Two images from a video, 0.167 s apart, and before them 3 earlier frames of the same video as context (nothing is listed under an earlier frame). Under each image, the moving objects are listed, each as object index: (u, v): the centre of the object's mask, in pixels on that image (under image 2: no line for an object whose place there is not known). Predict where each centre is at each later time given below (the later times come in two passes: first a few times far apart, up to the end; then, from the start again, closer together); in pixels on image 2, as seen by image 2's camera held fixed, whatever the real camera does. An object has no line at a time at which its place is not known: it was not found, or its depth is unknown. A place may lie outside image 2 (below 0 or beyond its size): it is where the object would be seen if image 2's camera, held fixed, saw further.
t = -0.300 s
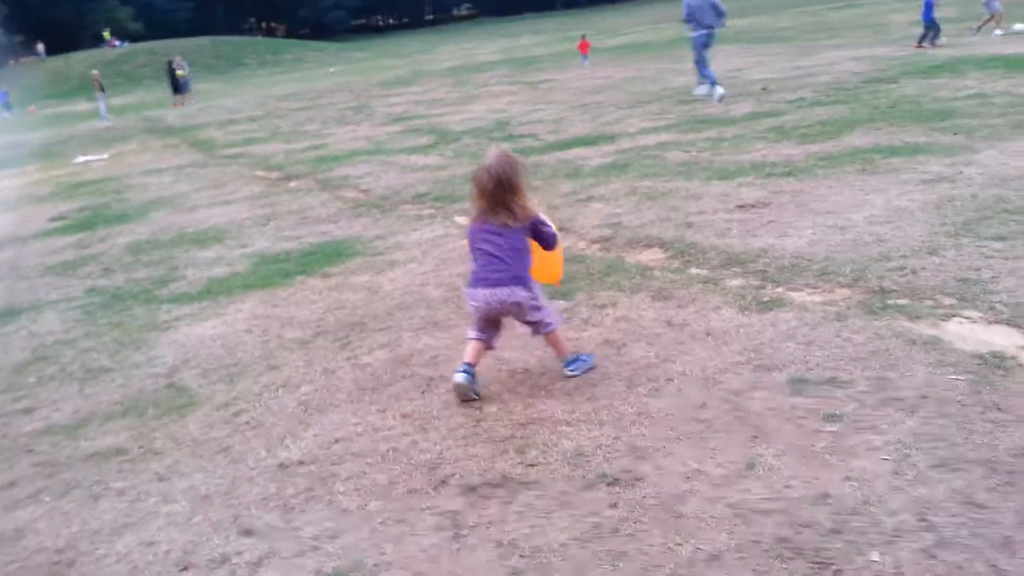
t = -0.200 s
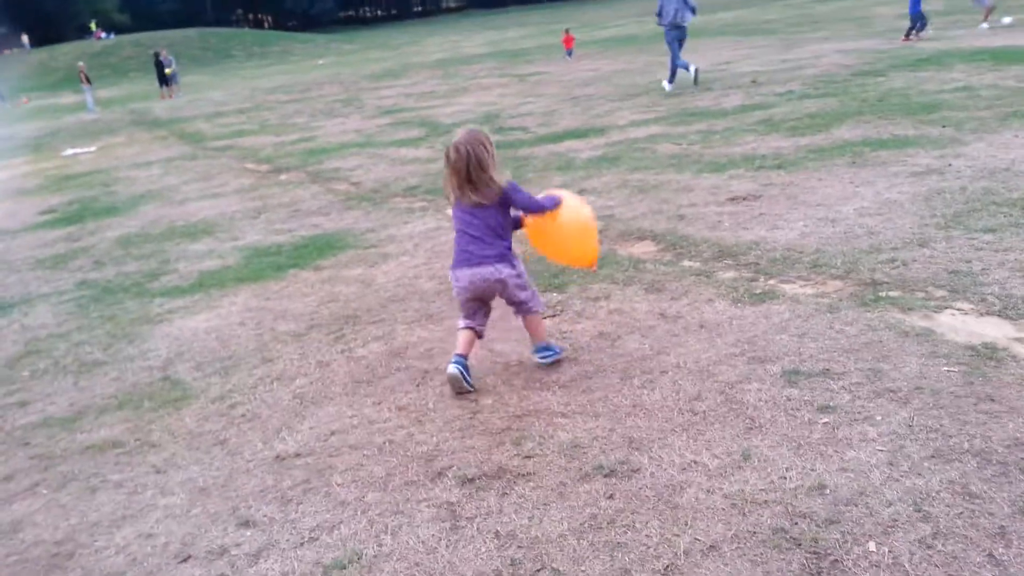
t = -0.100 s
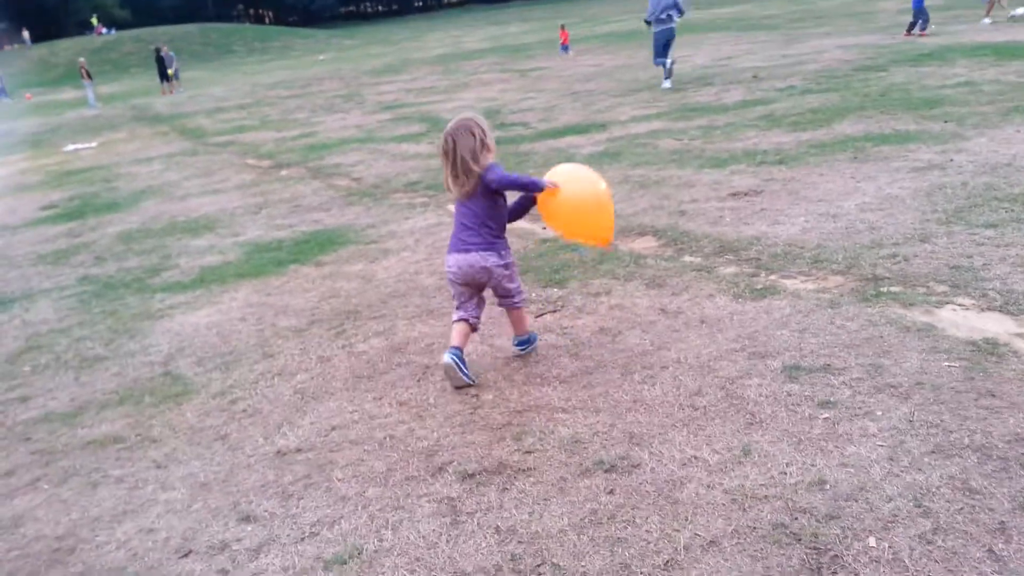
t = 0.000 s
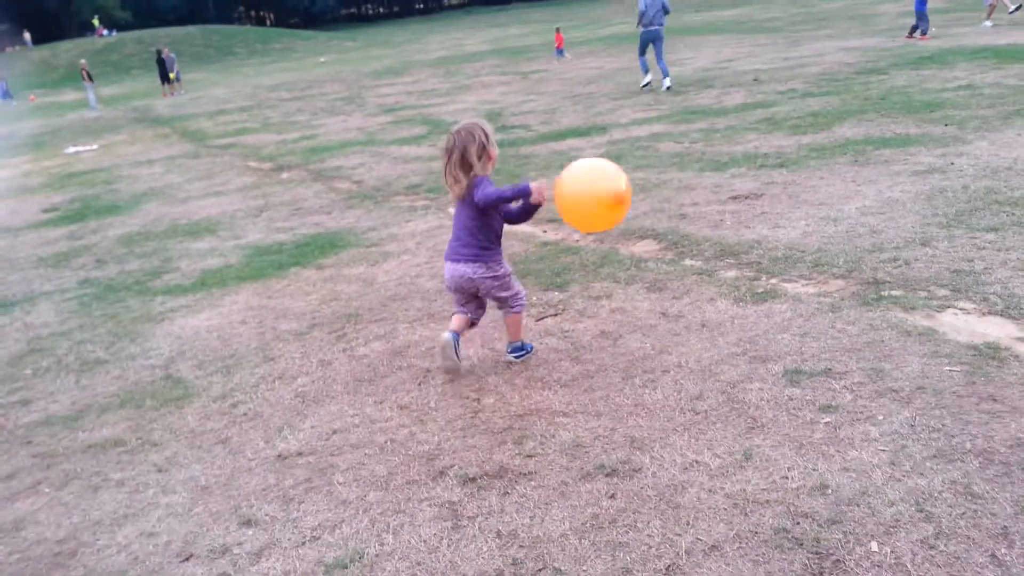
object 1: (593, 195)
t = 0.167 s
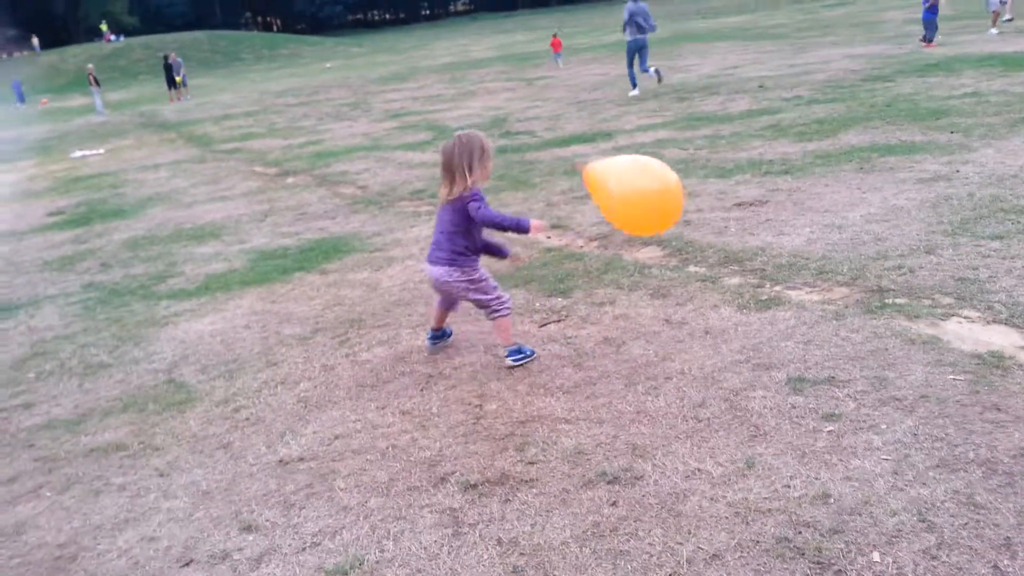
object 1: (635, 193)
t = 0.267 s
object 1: (664, 194)
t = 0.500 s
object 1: (718, 212)
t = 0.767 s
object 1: (779, 260)
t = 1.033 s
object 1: (824, 329)
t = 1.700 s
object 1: (892, 324)
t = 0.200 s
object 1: (644, 194)
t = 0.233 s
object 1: (654, 194)
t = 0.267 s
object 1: (664, 194)
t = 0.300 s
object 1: (673, 194)
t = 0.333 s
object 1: (681, 194)
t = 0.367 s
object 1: (688, 196)
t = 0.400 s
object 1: (695, 199)
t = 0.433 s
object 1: (702, 203)
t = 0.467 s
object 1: (710, 207)
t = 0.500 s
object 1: (718, 212)
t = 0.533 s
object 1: (727, 217)
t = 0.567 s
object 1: (735, 222)
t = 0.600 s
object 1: (743, 228)
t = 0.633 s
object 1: (750, 234)
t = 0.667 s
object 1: (758, 240)
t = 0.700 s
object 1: (766, 246)
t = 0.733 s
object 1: (773, 253)
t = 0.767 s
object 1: (779, 260)
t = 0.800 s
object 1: (785, 268)
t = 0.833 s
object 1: (792, 275)
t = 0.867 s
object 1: (798, 284)
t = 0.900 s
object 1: (804, 293)
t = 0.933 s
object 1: (810, 302)
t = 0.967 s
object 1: (815, 311)
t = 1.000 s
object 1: (820, 319)
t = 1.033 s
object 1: (824, 329)
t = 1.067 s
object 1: (829, 338)
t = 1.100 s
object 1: (834, 347)
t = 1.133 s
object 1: (838, 356)
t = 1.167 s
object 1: (842, 364)
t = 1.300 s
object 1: (858, 348)
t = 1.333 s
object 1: (861, 343)
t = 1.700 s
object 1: (892, 324)
